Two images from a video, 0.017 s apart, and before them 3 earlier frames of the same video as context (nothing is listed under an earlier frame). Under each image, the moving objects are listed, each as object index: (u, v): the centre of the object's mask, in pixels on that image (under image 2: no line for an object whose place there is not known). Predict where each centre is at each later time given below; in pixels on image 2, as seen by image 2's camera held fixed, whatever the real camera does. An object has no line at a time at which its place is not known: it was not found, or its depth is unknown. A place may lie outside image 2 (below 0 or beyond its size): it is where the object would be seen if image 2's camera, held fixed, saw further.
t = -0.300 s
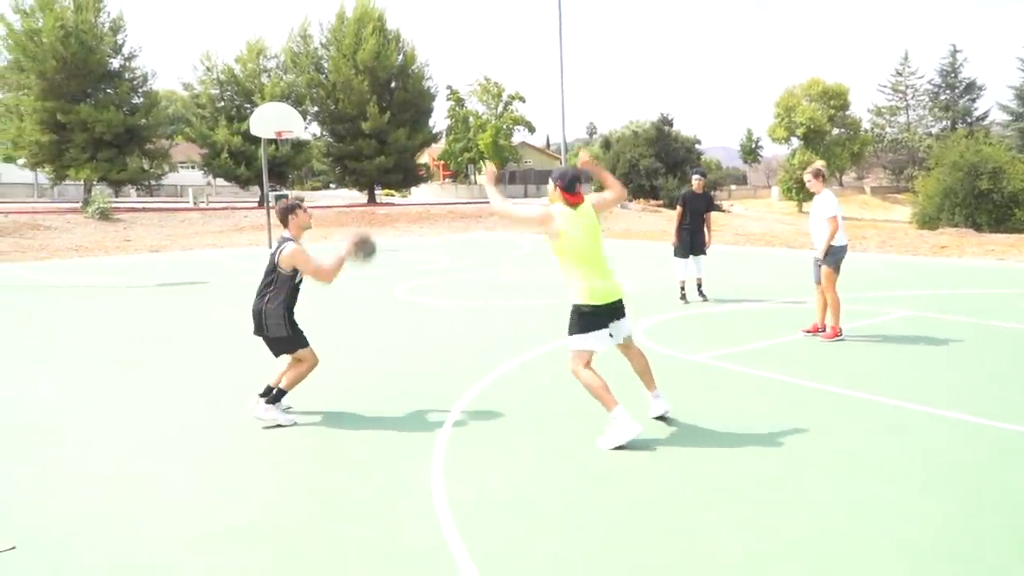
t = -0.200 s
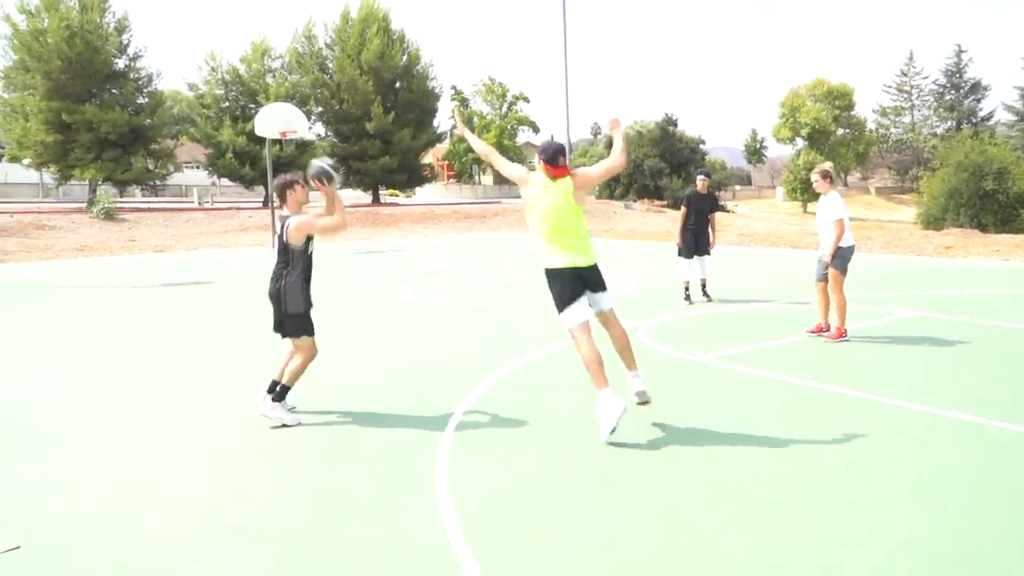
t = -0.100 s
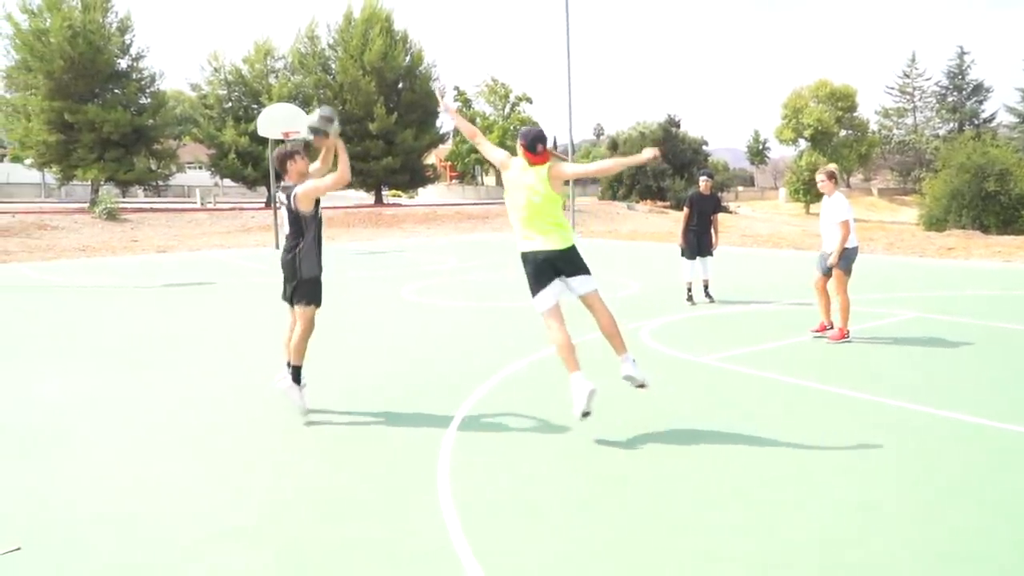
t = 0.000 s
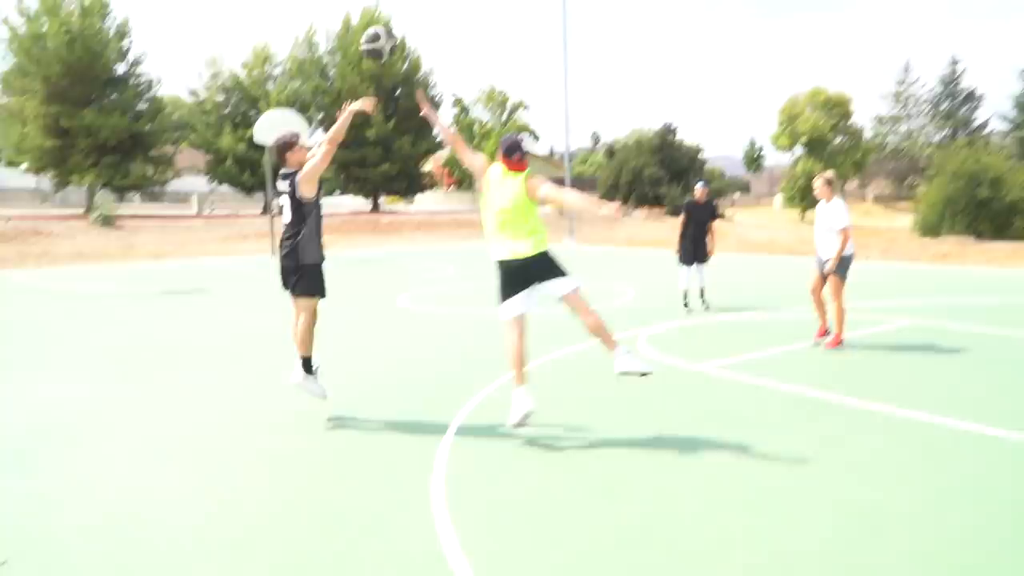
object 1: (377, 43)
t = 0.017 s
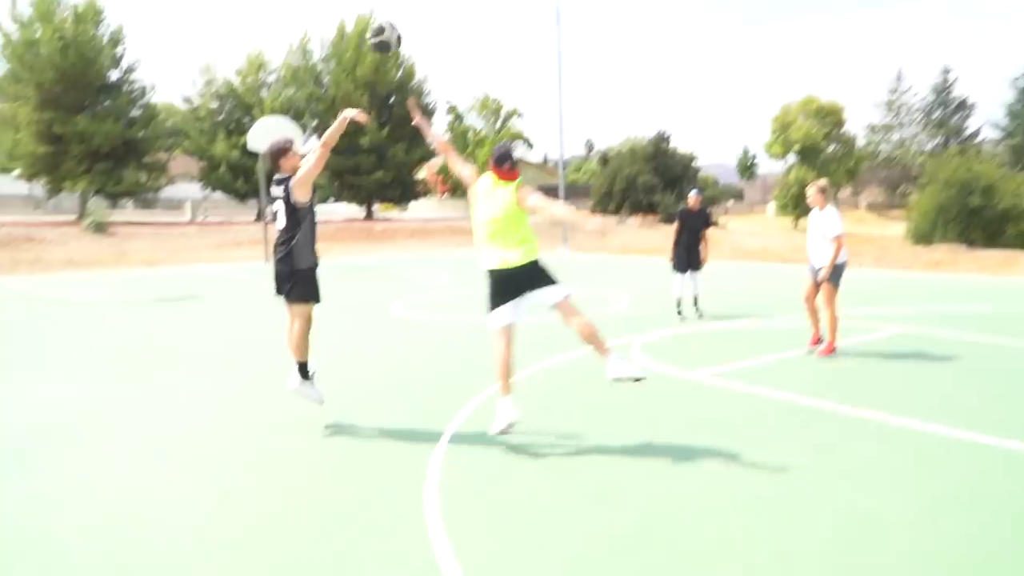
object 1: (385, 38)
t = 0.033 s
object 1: (398, 22)
